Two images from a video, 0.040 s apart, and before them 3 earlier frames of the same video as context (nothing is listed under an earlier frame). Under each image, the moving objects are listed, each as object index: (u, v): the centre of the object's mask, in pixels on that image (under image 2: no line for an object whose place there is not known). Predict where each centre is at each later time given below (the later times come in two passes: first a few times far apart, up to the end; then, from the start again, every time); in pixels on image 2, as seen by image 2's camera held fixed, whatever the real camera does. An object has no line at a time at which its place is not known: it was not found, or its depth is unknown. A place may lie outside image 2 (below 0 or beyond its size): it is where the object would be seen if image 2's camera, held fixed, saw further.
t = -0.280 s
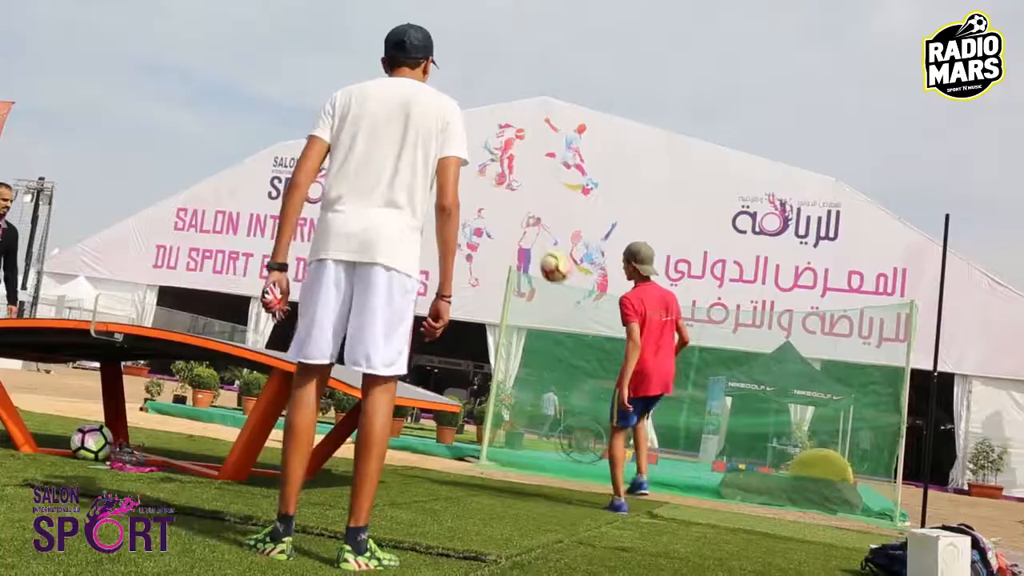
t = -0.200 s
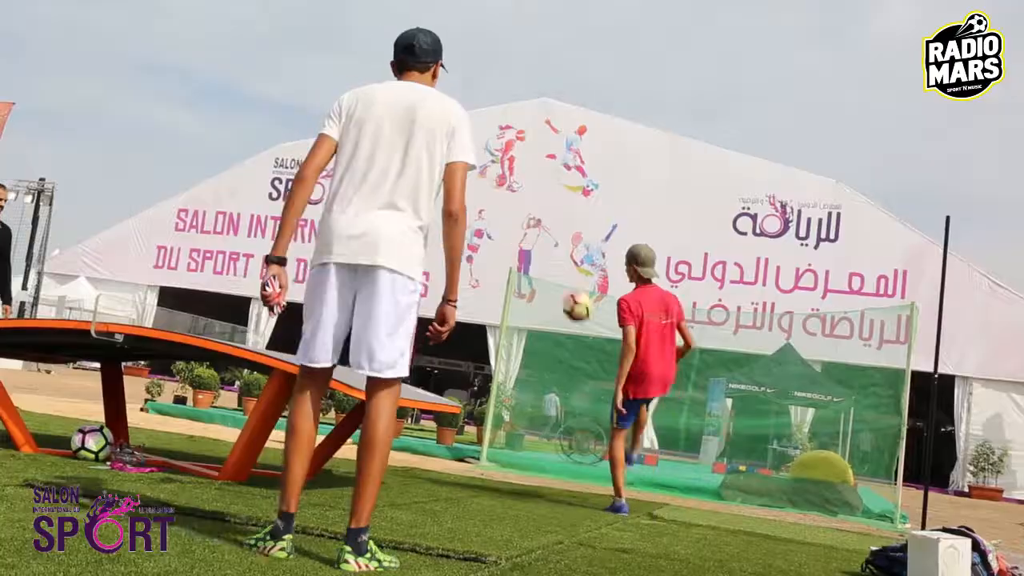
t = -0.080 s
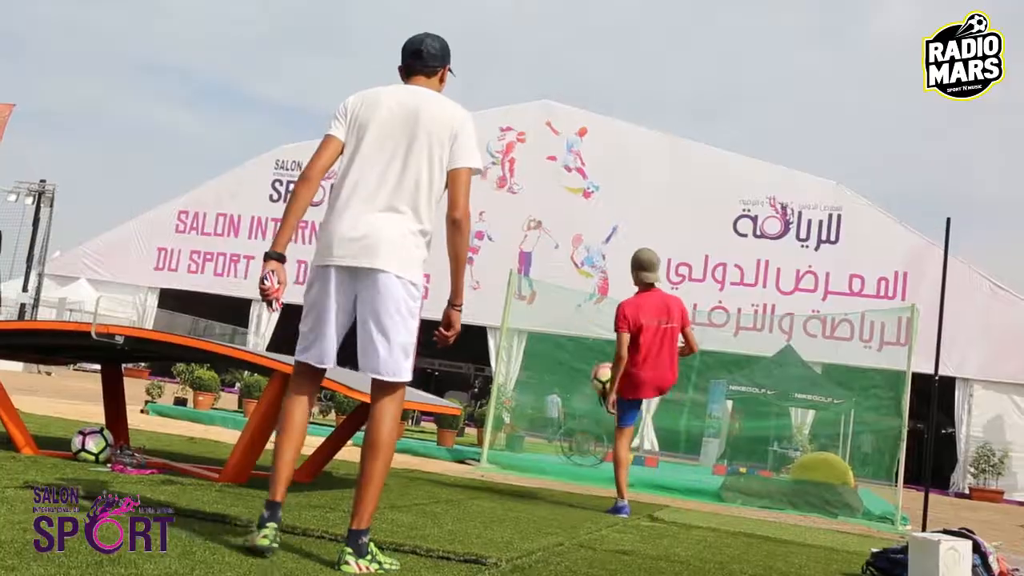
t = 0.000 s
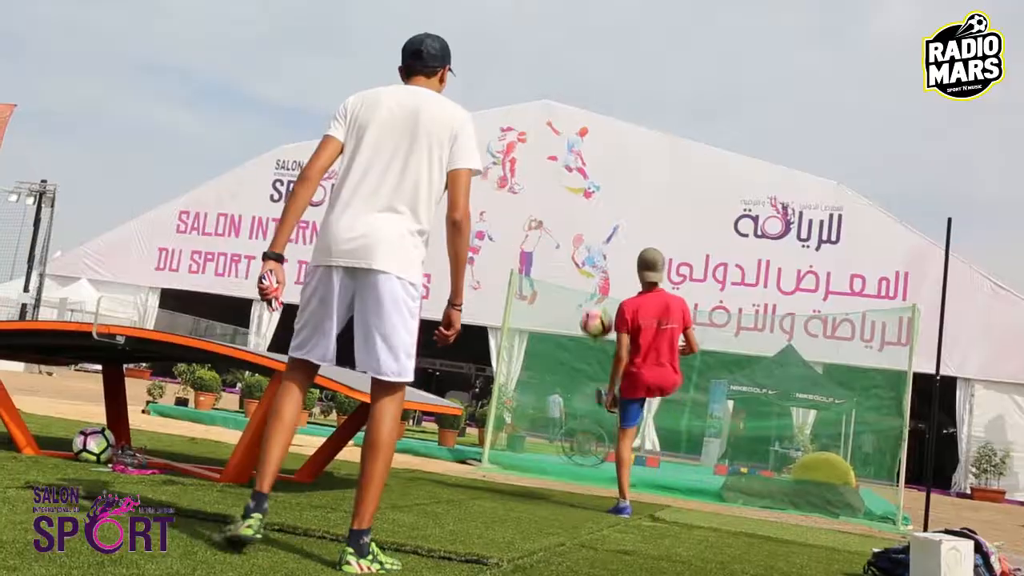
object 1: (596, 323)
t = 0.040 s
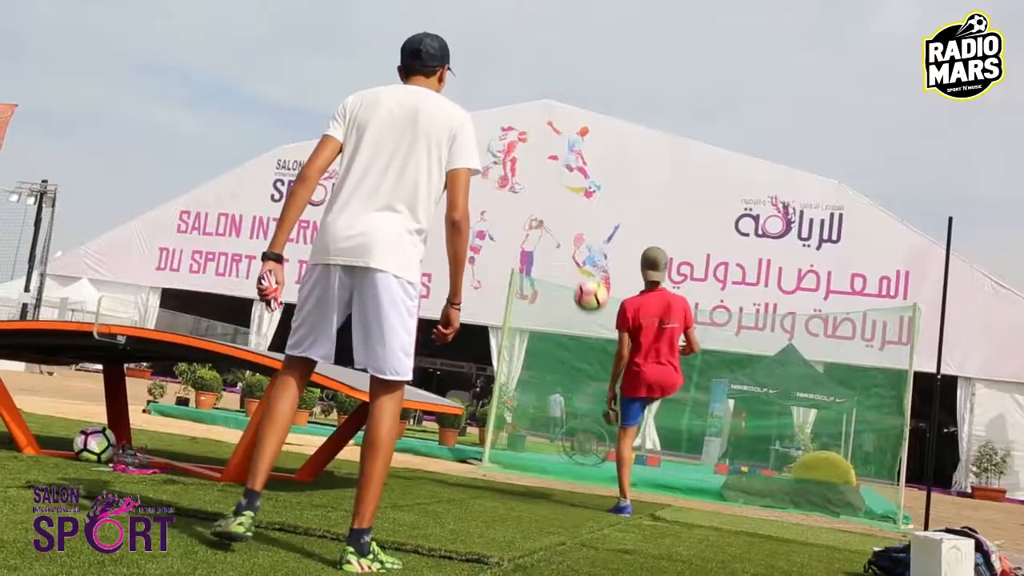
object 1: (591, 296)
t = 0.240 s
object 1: (546, 177)
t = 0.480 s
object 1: (462, 91)
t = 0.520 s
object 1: (443, 85)
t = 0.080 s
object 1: (583, 270)
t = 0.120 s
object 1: (575, 245)
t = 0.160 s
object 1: (567, 222)
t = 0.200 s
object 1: (557, 198)
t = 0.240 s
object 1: (546, 177)
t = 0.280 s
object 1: (536, 159)
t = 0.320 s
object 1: (523, 142)
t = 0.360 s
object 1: (512, 124)
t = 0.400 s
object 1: (496, 112)
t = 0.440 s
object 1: (480, 101)
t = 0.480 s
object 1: (462, 91)
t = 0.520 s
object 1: (443, 85)
